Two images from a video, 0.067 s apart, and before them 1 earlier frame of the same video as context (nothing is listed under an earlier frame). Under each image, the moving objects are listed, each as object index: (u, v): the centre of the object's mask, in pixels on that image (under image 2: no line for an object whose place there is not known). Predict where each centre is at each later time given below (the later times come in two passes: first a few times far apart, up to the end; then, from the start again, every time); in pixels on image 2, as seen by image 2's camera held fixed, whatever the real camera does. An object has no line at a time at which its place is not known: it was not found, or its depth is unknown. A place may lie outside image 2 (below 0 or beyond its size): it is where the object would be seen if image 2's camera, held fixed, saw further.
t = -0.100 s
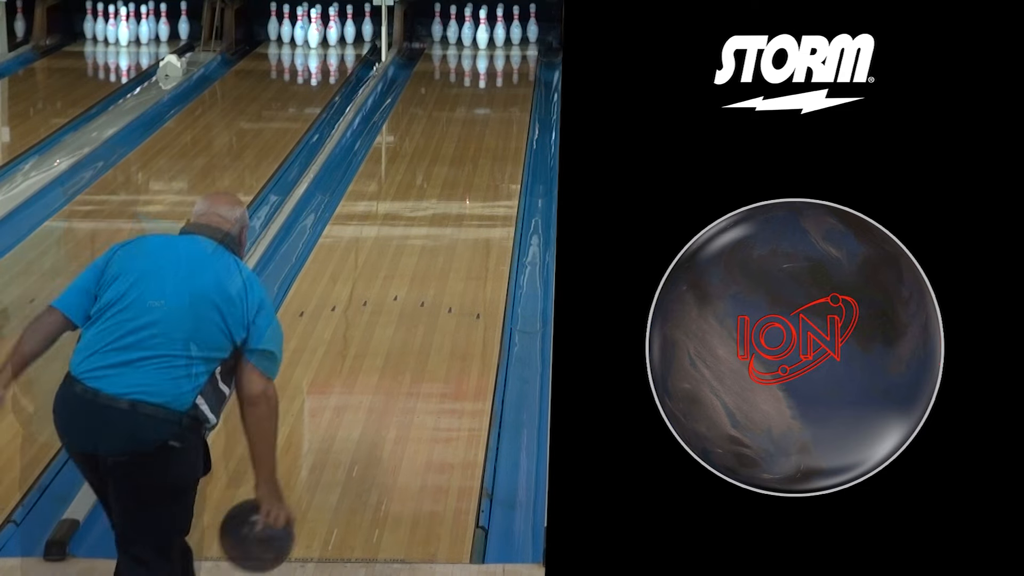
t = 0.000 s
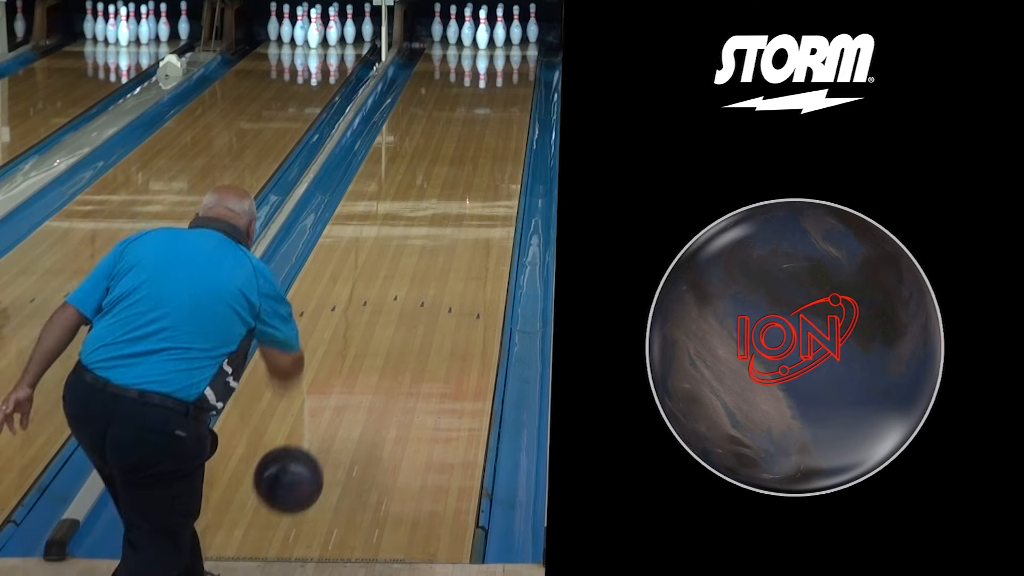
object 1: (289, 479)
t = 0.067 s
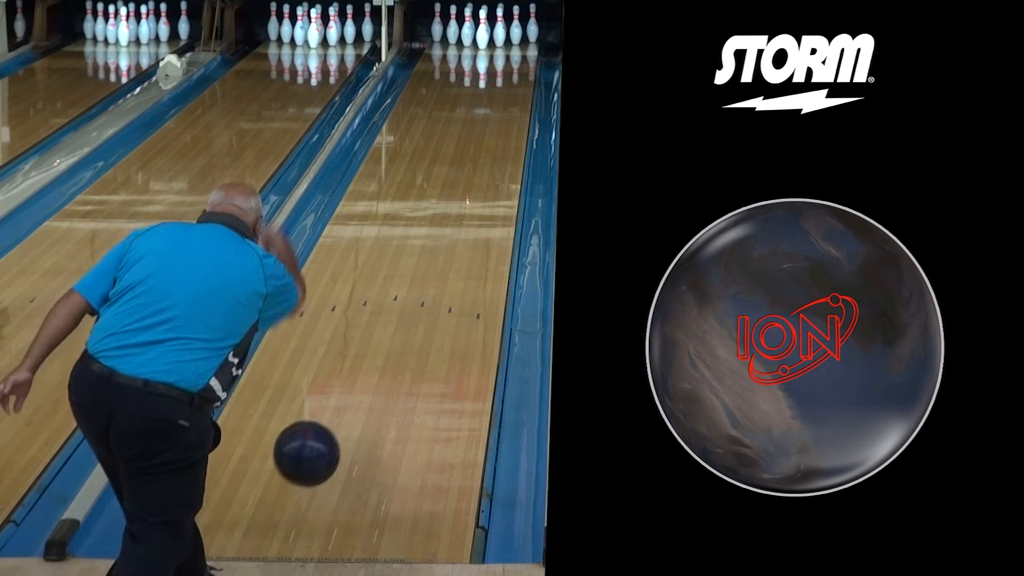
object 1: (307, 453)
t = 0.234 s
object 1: (345, 438)
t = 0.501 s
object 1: (390, 342)
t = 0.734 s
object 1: (419, 279)
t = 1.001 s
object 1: (444, 224)
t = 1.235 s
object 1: (461, 186)
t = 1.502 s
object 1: (477, 150)
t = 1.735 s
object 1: (487, 123)
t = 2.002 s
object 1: (496, 97)
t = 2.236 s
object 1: (501, 77)
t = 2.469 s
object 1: (500, 61)
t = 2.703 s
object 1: (496, 47)
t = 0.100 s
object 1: (315, 446)
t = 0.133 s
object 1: (323, 442)
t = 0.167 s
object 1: (330, 441)
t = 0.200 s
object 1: (338, 443)
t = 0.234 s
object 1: (345, 438)
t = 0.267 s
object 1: (351, 423)
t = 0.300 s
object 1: (358, 411)
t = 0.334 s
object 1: (364, 399)
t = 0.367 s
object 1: (369, 386)
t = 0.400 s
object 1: (375, 375)
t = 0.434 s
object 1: (380, 363)
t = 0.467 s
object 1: (385, 352)
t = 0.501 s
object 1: (390, 342)
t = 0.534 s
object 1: (395, 332)
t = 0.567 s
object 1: (399, 322)
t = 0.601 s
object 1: (404, 313)
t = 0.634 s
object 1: (408, 304)
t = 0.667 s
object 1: (411, 295)
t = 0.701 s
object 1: (415, 287)
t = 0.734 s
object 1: (419, 279)
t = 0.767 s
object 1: (423, 271)
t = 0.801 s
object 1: (426, 264)
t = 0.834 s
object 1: (430, 257)
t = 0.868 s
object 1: (433, 250)
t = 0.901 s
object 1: (436, 243)
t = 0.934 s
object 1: (439, 237)
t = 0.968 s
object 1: (442, 231)
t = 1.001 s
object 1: (444, 224)
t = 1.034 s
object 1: (447, 218)
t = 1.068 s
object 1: (449, 213)
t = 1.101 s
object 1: (452, 207)
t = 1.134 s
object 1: (455, 202)
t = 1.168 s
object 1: (457, 196)
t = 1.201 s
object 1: (459, 191)
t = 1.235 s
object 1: (461, 186)
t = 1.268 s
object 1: (463, 181)
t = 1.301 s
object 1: (466, 176)
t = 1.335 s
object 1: (468, 172)
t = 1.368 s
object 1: (470, 167)
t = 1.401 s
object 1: (471, 163)
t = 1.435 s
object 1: (473, 158)
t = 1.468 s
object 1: (475, 154)
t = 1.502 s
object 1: (477, 150)
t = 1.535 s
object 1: (478, 146)
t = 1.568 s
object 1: (480, 142)
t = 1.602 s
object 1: (482, 138)
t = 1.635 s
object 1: (483, 134)
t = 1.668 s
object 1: (485, 130)
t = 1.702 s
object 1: (486, 126)
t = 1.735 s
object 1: (487, 123)
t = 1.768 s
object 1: (488, 119)
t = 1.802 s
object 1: (490, 116)
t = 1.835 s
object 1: (491, 113)
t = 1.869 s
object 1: (492, 110)
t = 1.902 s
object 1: (493, 106)
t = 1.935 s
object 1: (494, 103)
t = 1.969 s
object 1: (495, 100)
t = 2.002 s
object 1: (496, 97)
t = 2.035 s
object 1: (497, 95)
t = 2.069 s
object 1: (498, 92)
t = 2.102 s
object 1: (498, 89)
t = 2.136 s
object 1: (499, 85)
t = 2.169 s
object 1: (499, 83)
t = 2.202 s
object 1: (500, 80)
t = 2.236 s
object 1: (501, 77)
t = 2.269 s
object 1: (501, 75)
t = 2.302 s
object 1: (501, 72)
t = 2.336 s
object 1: (501, 70)
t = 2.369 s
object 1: (502, 68)
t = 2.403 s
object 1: (501, 66)
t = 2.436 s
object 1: (501, 63)
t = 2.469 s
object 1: (500, 61)
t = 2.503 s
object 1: (500, 59)
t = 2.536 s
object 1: (500, 57)
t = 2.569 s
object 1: (499, 55)
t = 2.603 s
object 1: (498, 53)
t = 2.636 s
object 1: (497, 51)
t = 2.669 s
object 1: (497, 49)
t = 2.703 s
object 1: (496, 47)
